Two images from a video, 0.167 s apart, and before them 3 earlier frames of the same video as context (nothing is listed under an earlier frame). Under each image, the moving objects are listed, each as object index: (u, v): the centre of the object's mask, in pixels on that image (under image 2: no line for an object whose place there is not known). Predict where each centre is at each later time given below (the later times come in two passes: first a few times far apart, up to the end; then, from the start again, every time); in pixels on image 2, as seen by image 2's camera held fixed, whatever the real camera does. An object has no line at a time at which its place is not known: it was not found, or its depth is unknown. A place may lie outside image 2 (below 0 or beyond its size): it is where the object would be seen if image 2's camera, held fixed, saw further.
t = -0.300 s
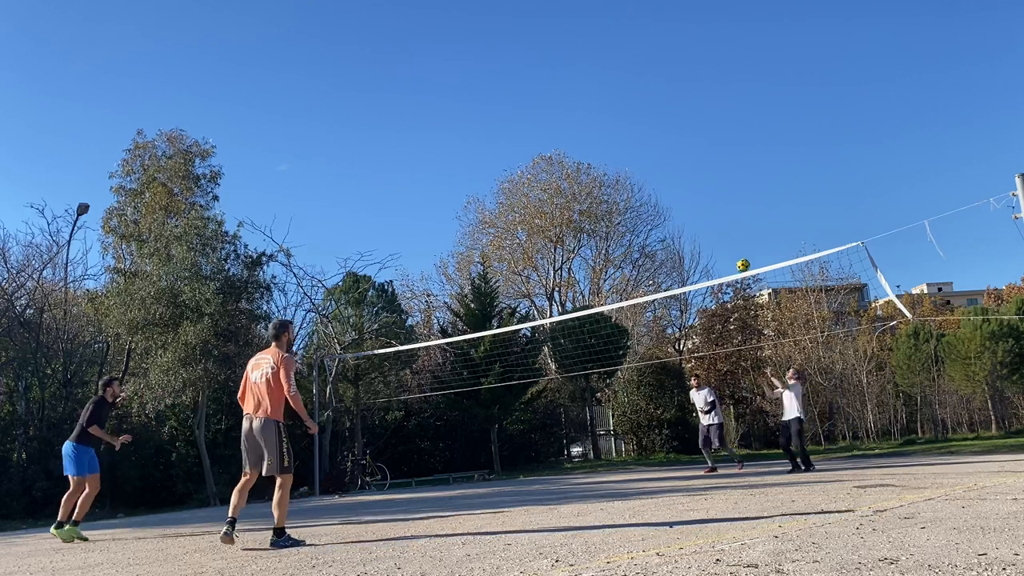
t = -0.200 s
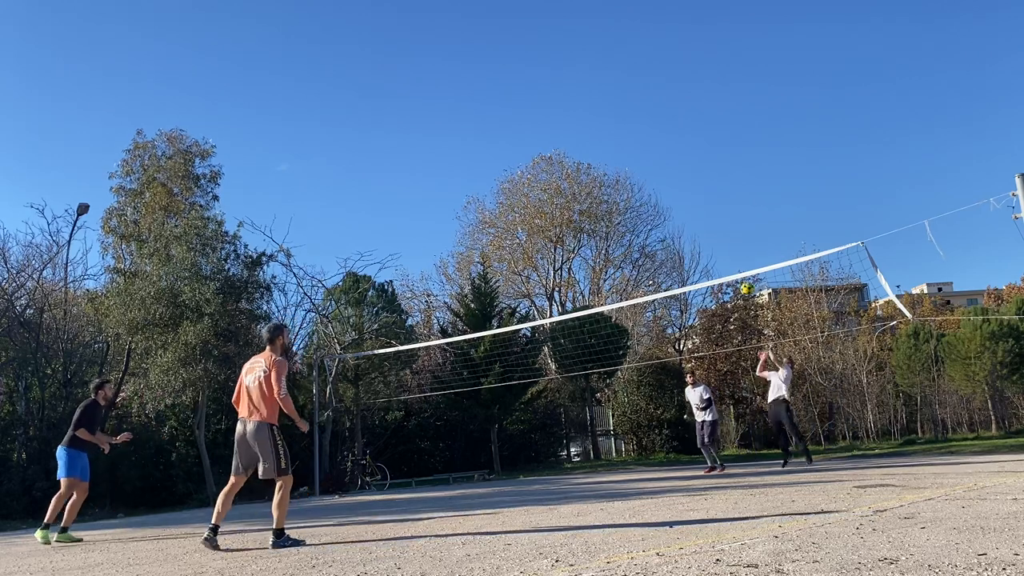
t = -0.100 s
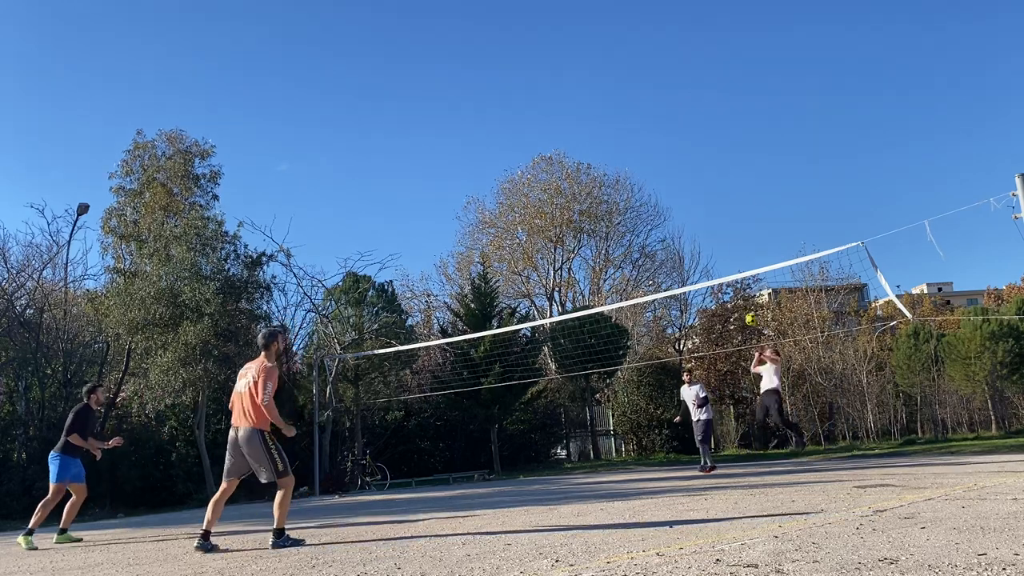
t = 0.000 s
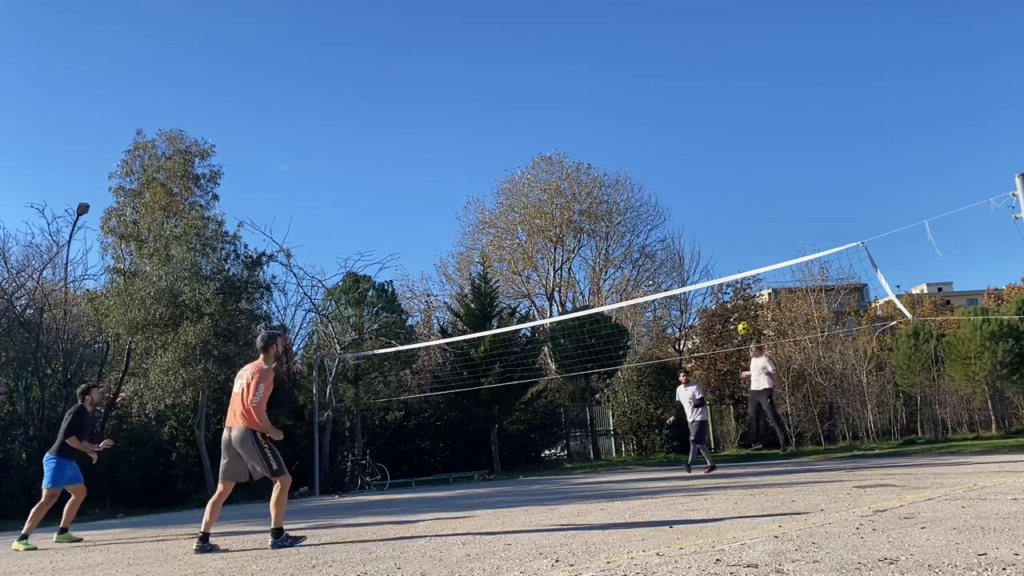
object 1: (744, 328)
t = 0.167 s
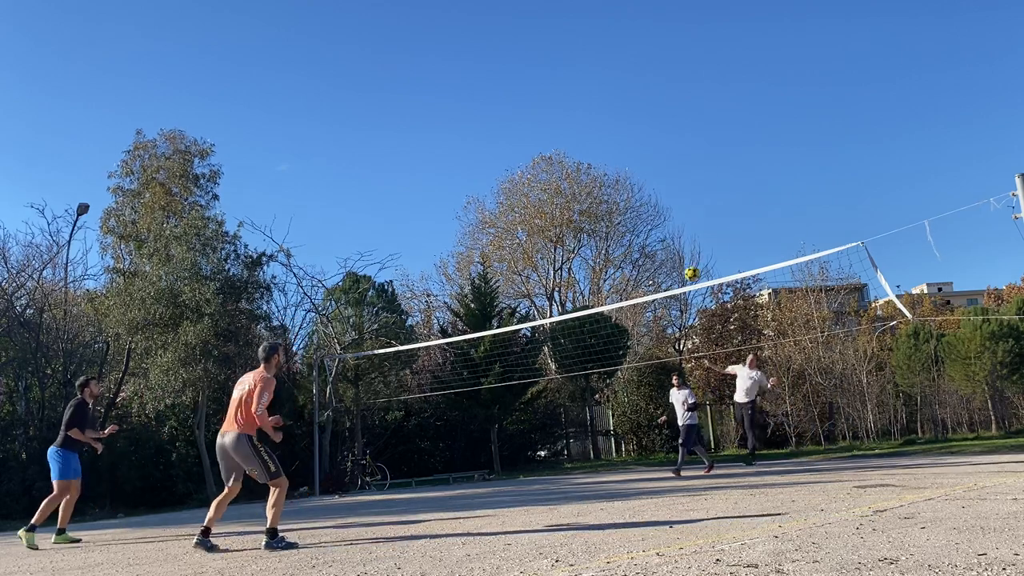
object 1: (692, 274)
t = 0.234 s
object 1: (669, 254)
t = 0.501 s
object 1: (569, 200)
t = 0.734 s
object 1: (461, 191)
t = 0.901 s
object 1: (365, 213)
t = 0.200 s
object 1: (680, 264)
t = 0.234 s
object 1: (669, 254)
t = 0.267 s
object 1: (658, 246)
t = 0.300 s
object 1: (646, 237)
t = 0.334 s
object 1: (634, 230)
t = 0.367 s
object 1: (621, 223)
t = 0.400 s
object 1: (609, 216)
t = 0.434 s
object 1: (596, 210)
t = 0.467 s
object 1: (582, 204)
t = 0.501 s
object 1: (569, 200)
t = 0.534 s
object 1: (554, 196)
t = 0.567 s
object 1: (541, 194)
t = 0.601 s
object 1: (526, 191)
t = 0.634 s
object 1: (510, 189)
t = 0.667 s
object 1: (494, 189)
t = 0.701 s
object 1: (479, 190)
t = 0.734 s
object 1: (461, 191)
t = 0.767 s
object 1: (444, 193)
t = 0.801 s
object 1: (425, 196)
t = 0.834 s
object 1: (406, 200)
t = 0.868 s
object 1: (386, 206)
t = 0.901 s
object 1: (365, 213)
